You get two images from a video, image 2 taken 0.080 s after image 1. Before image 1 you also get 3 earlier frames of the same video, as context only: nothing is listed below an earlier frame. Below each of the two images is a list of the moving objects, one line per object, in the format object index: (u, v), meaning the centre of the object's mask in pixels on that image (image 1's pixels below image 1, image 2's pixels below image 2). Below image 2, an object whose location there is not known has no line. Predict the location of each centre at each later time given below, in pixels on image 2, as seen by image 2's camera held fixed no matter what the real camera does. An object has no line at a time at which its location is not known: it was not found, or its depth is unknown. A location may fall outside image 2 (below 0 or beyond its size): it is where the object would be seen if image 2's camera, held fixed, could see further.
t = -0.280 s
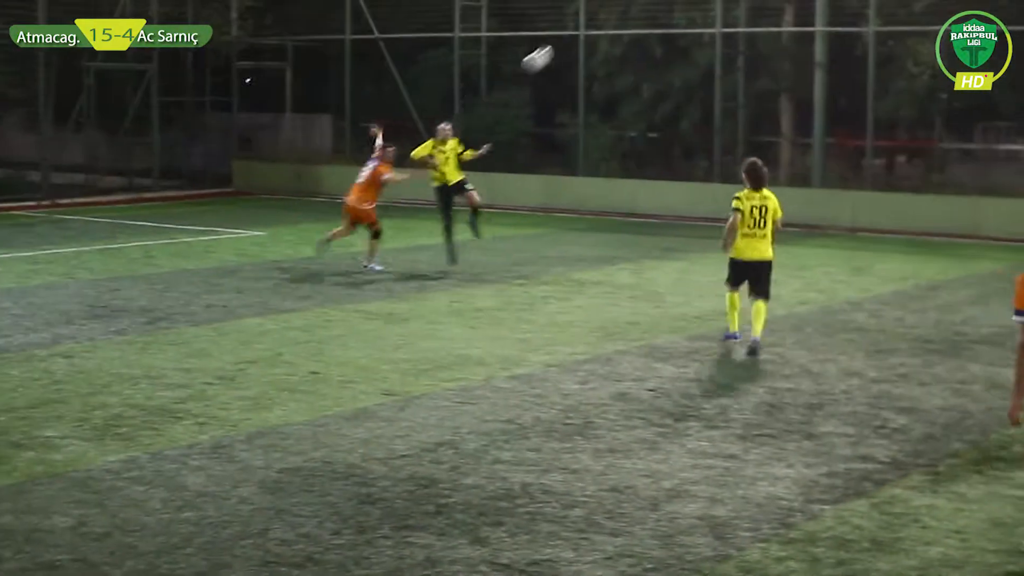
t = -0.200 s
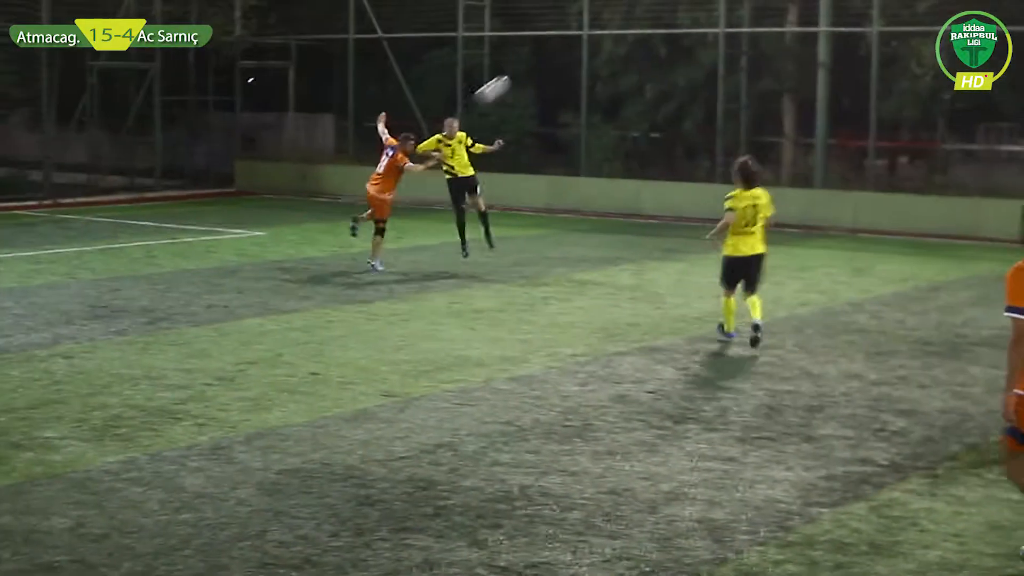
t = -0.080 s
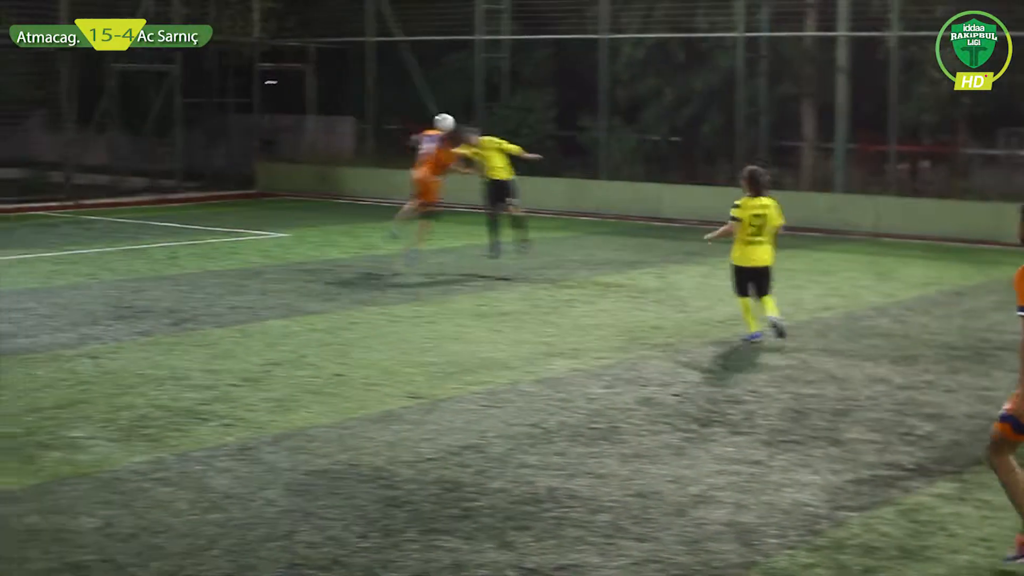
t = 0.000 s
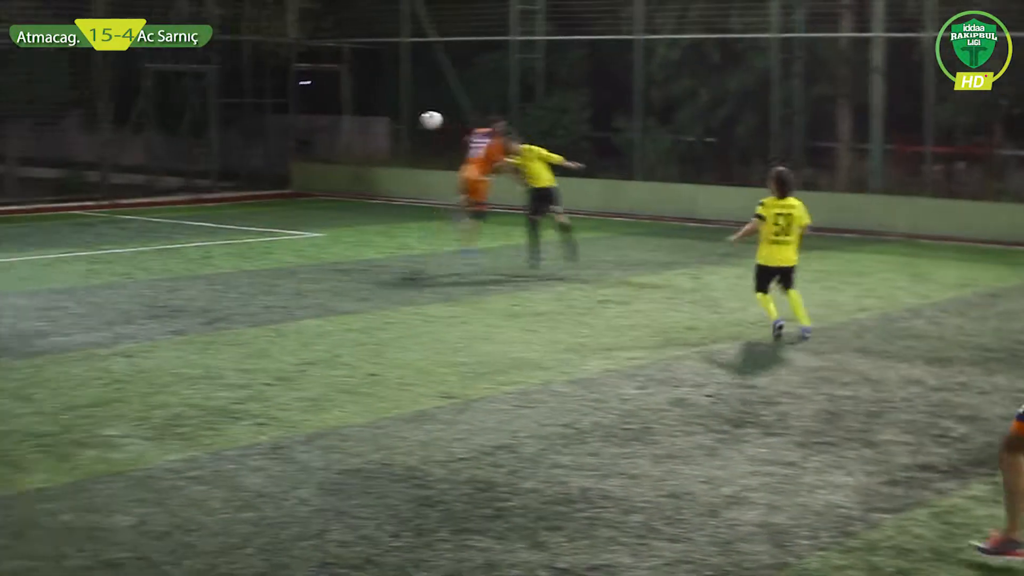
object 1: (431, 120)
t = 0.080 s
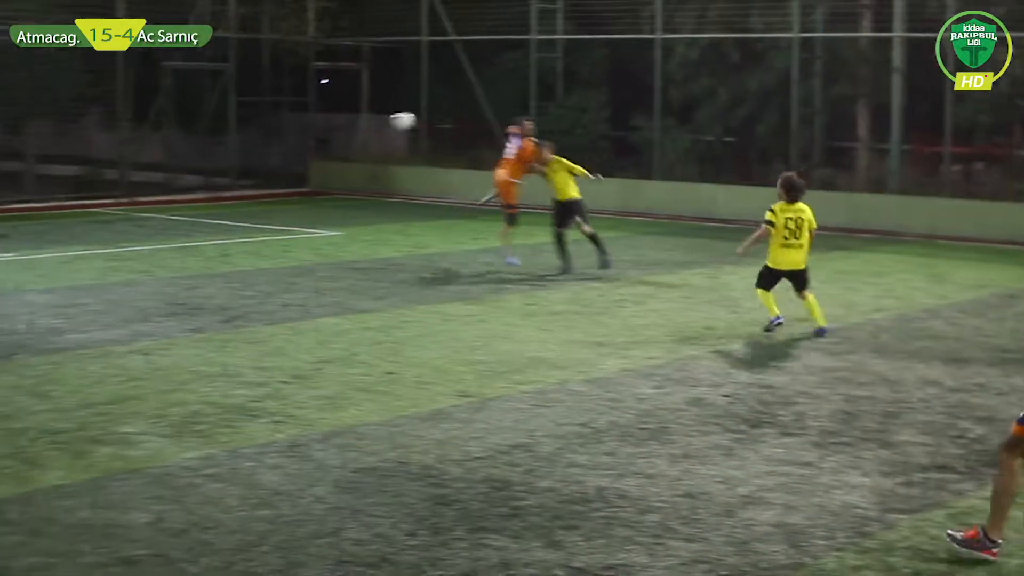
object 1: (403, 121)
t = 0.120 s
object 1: (383, 123)
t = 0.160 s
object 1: (362, 127)
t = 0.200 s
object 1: (346, 133)
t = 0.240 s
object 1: (331, 140)
